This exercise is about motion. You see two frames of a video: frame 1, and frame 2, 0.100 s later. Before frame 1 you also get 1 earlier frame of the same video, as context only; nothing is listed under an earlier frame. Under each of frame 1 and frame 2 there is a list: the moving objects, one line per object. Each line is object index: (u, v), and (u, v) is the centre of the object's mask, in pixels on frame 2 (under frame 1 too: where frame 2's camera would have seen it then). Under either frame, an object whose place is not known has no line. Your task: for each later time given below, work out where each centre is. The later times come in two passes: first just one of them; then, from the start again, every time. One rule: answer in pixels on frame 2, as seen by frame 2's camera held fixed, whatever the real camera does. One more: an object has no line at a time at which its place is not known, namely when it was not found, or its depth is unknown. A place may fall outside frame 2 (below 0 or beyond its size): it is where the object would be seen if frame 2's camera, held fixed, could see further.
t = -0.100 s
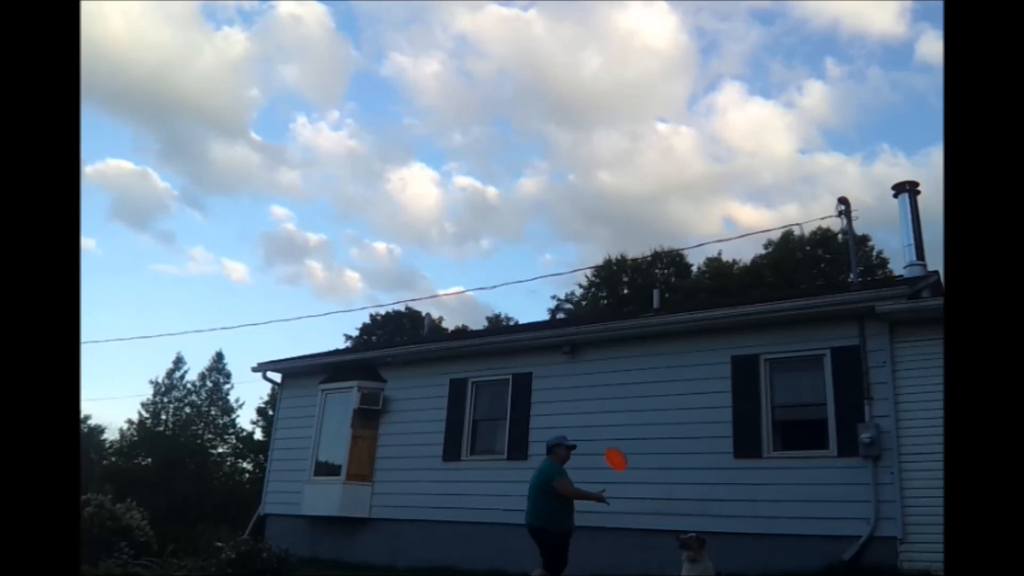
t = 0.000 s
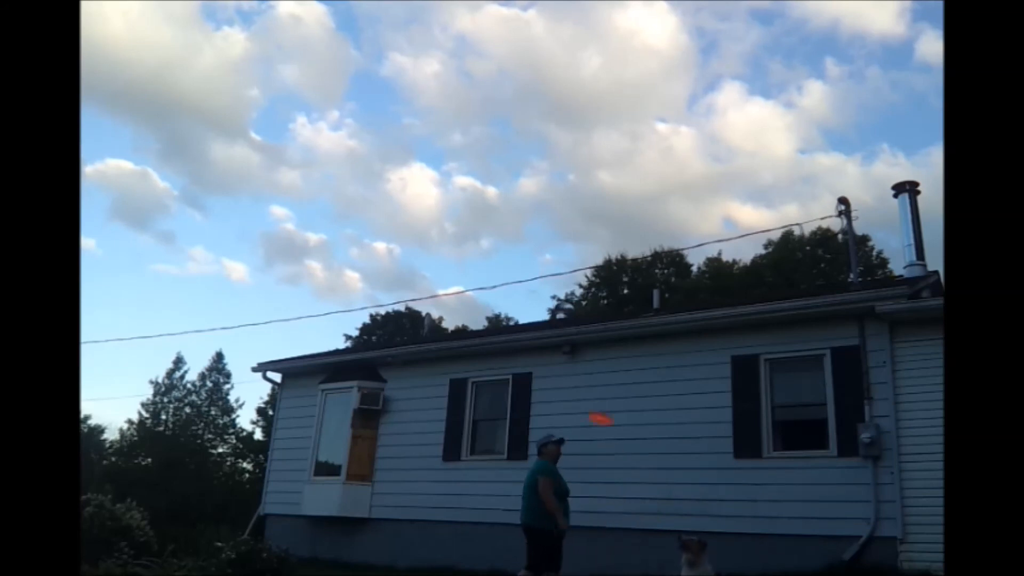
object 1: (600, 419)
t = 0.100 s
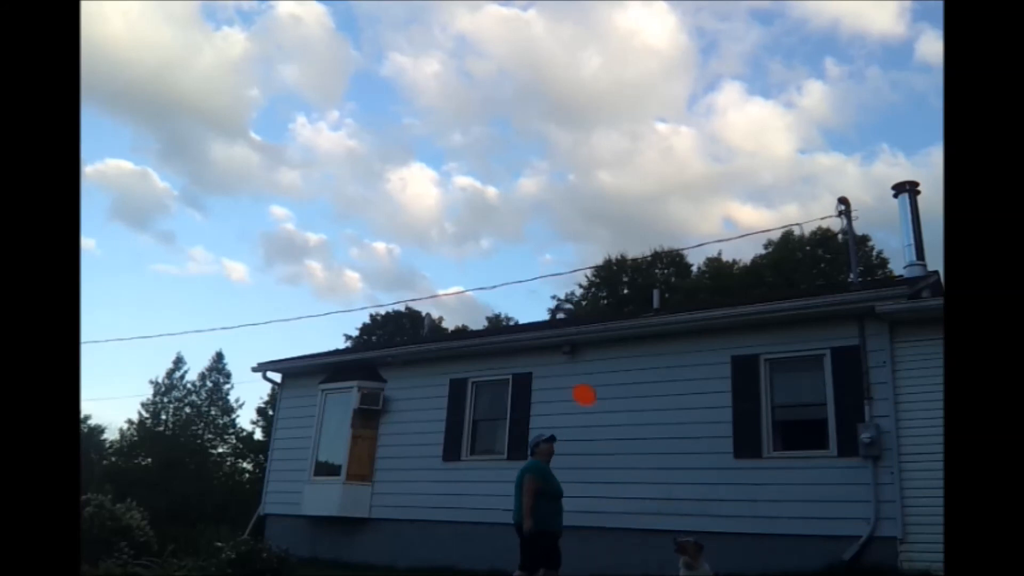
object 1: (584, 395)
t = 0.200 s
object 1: (568, 381)
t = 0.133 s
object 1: (579, 389)
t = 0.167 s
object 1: (574, 385)
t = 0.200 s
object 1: (568, 381)
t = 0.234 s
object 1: (563, 380)
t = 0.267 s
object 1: (557, 379)
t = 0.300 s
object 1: (552, 380)
